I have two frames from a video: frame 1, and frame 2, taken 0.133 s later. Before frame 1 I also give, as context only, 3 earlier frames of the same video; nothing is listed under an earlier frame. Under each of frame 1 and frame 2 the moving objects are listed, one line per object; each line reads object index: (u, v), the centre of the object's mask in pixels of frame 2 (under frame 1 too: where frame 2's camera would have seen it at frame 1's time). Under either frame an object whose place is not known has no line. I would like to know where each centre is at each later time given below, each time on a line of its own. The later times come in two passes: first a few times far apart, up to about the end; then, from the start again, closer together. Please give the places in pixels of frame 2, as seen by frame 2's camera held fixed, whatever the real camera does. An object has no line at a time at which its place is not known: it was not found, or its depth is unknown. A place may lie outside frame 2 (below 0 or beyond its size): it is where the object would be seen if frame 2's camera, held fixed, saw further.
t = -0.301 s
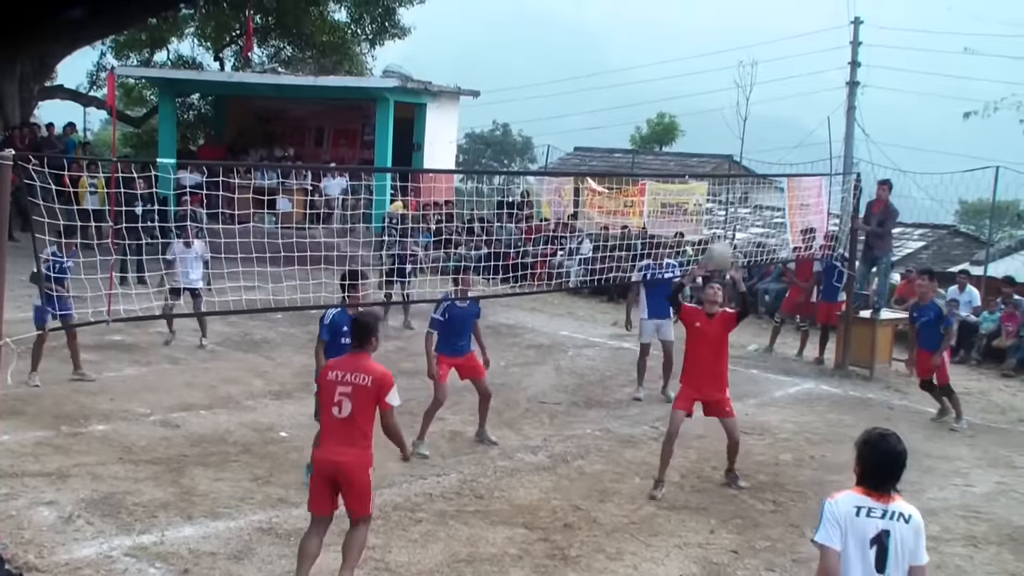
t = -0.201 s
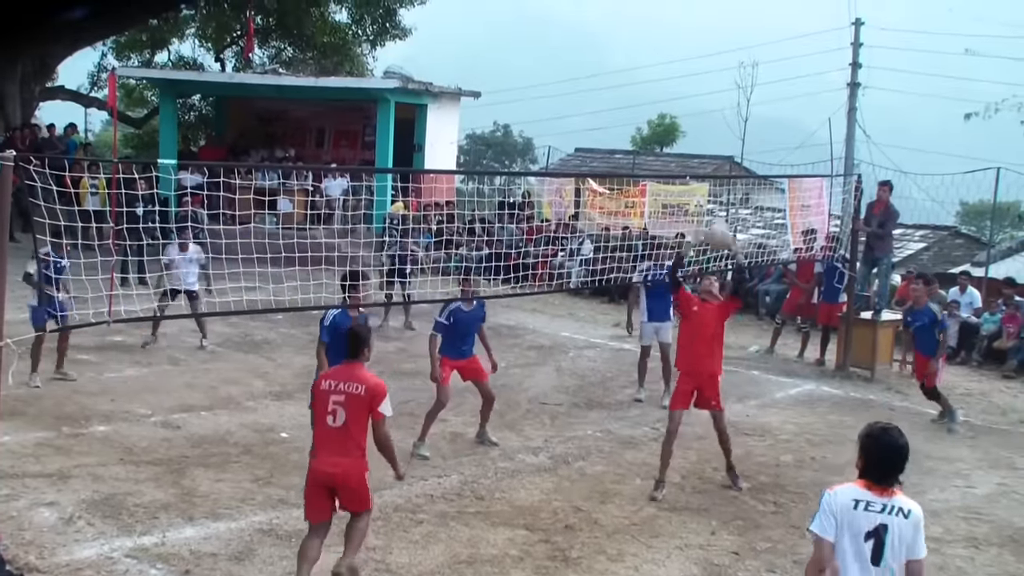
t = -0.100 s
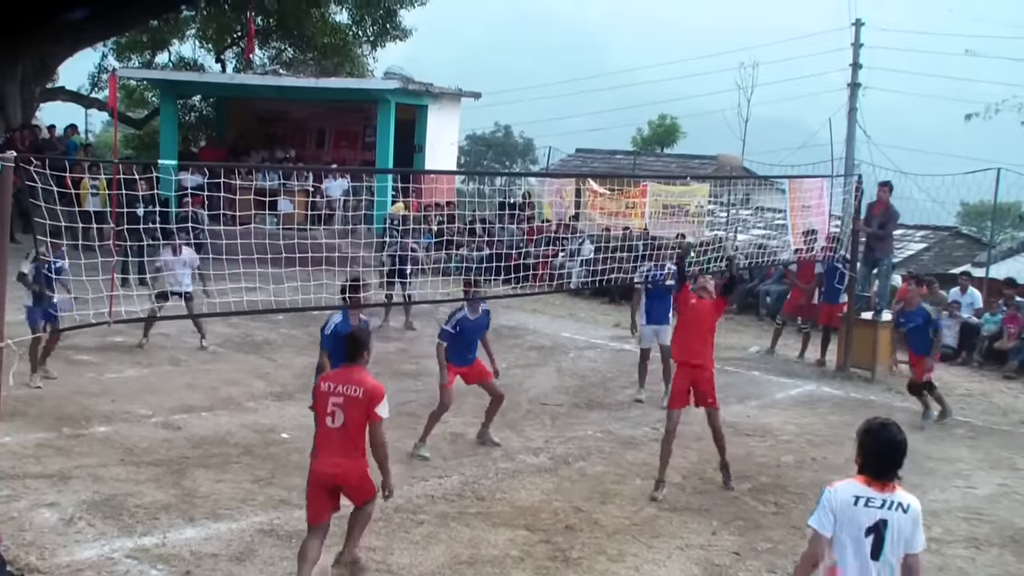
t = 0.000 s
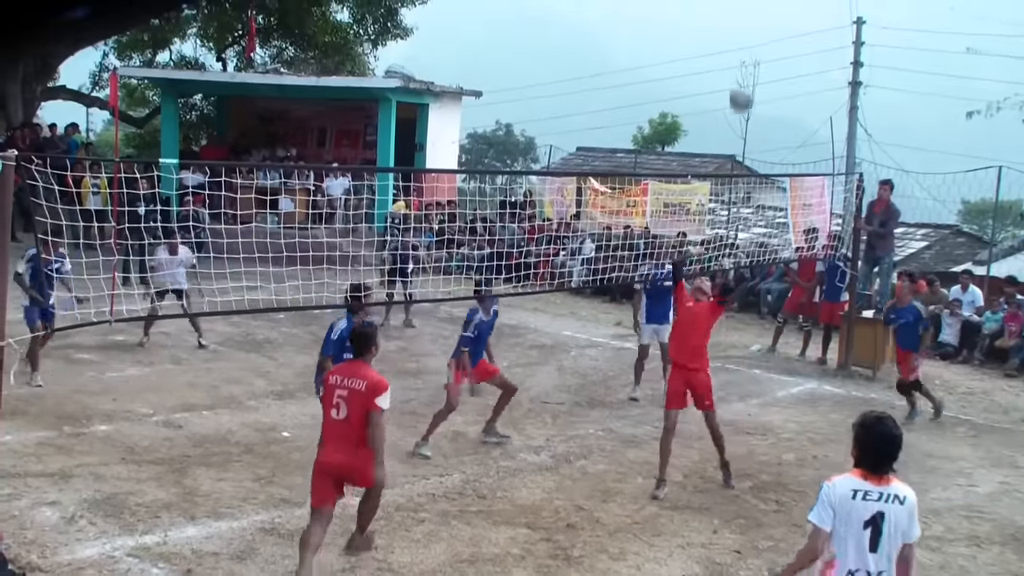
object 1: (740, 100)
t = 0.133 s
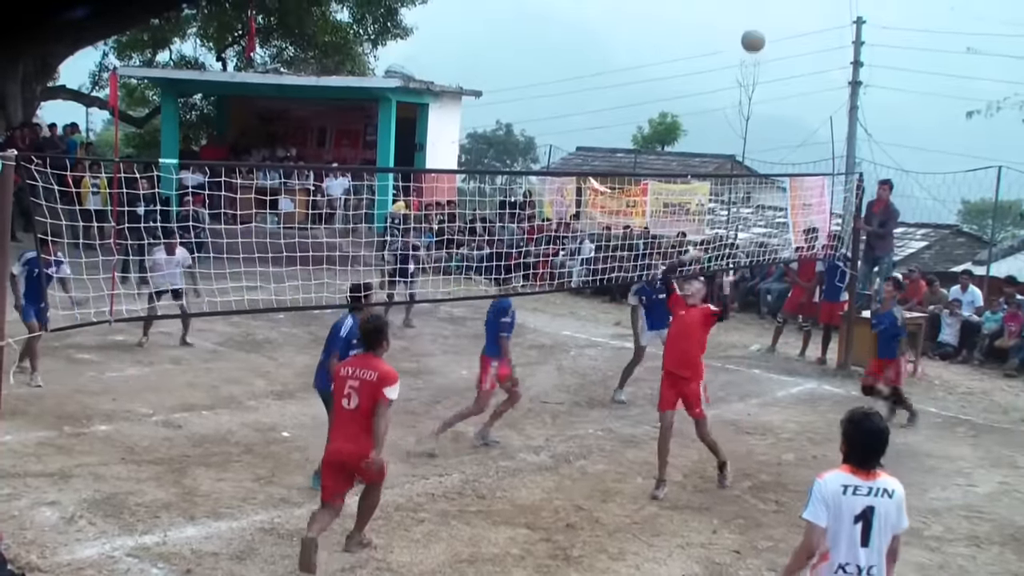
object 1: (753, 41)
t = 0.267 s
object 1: (763, 8)
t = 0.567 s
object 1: (781, 9)
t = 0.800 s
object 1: (788, 72)
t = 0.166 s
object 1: (755, 30)
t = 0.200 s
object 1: (758, 21)
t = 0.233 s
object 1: (761, 13)
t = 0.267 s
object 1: (763, 8)
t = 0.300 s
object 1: (765, 5)
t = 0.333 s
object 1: (768, 3)
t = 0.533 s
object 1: (780, 5)
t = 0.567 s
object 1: (781, 9)
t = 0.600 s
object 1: (782, 13)
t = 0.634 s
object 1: (784, 19)
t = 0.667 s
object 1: (785, 28)
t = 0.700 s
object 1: (786, 37)
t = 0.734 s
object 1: (787, 48)
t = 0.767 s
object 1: (788, 59)
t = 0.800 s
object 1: (788, 72)
